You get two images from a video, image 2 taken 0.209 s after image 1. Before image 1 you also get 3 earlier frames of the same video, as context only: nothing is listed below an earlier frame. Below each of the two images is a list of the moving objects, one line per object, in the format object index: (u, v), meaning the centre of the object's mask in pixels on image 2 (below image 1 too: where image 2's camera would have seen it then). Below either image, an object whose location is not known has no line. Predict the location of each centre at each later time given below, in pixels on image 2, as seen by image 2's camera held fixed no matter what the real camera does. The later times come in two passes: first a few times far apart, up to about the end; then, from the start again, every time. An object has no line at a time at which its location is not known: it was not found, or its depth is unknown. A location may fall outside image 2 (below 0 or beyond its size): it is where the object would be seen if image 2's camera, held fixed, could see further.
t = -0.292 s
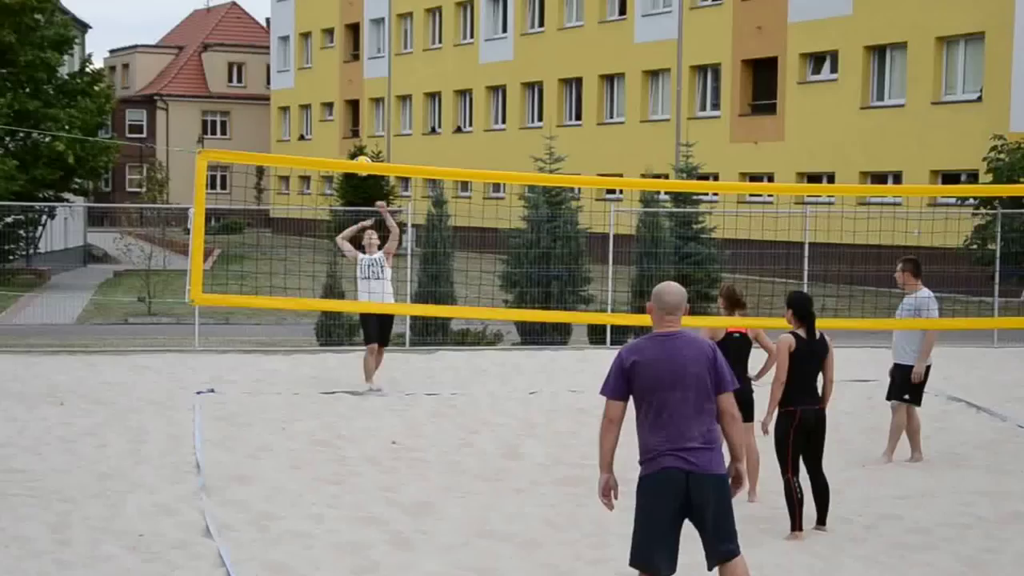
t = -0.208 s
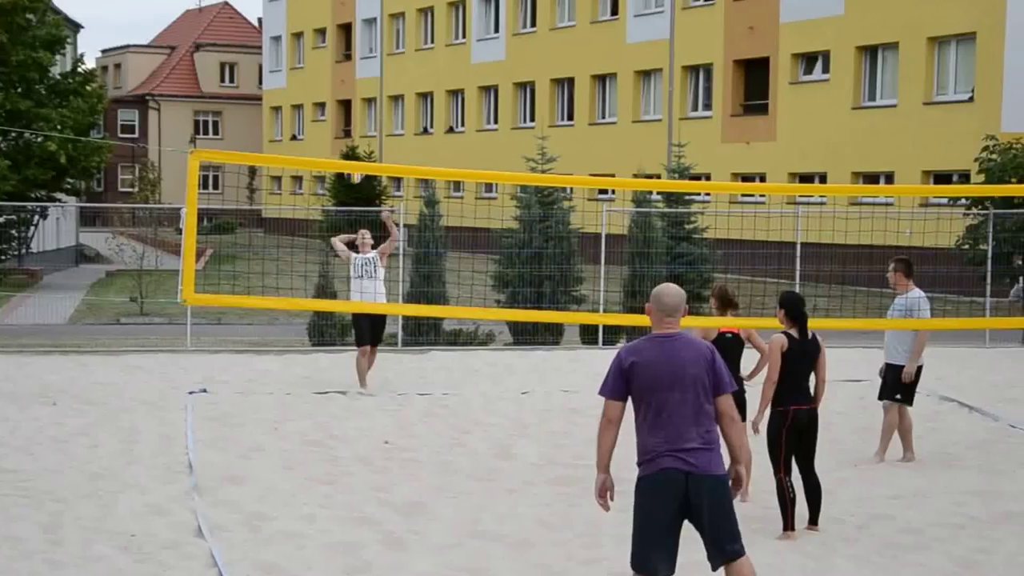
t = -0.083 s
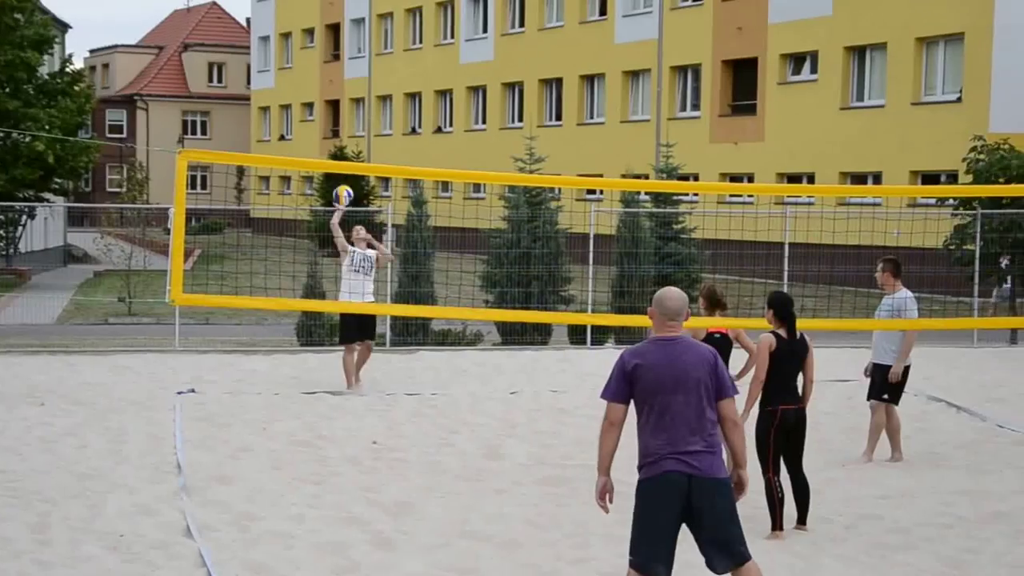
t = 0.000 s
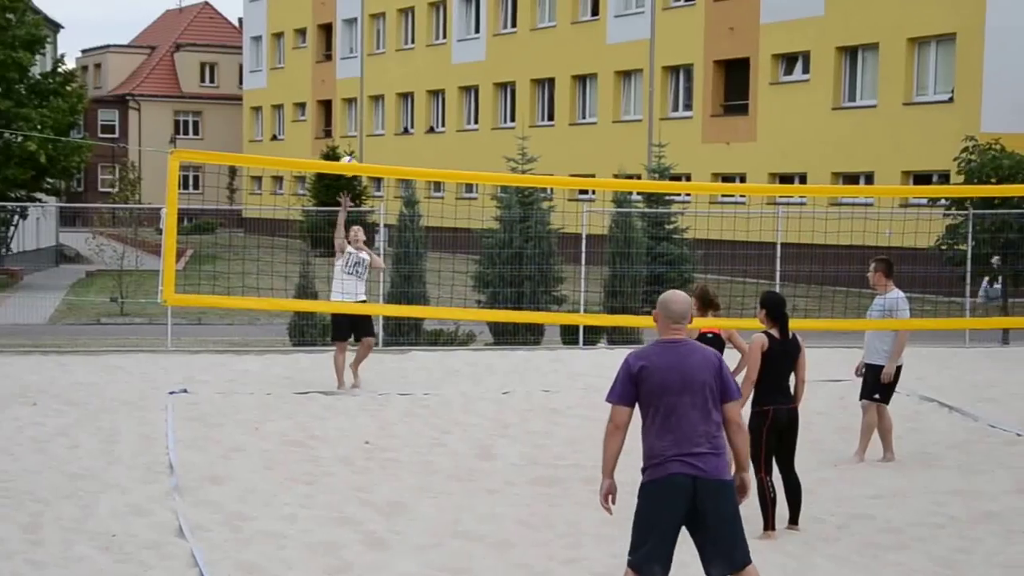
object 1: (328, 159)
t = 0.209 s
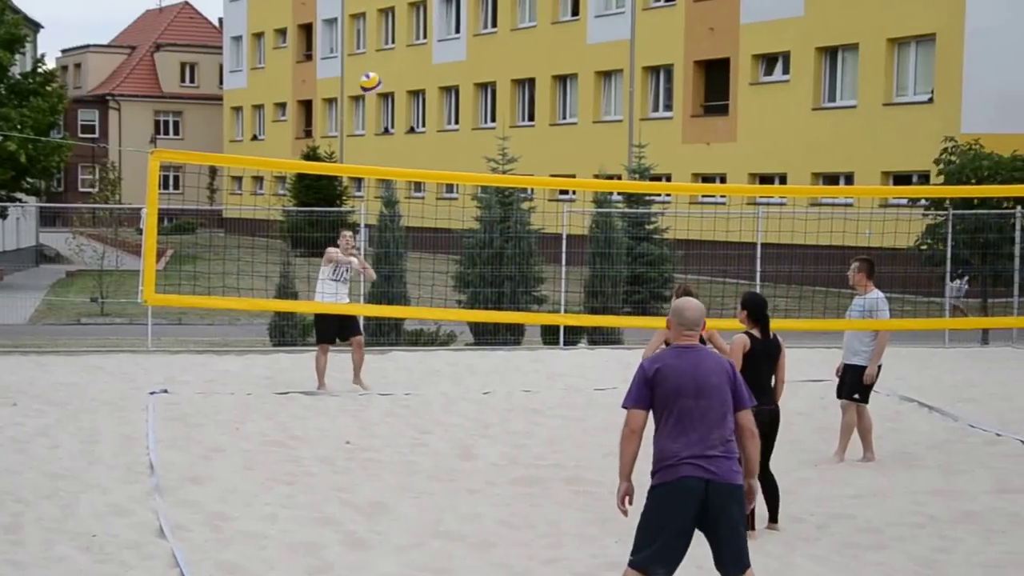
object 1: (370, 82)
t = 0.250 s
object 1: (380, 69)
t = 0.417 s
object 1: (425, 28)
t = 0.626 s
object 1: (494, 11)
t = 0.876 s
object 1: (604, 68)
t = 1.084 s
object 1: (725, 215)
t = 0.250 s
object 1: (380, 69)
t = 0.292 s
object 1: (390, 56)
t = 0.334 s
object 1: (401, 46)
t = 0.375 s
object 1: (413, 36)
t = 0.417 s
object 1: (425, 28)
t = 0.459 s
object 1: (437, 21)
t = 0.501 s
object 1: (450, 15)
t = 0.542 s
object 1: (465, 12)
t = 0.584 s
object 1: (479, 10)
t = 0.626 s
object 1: (494, 11)
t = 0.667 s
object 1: (510, 11)
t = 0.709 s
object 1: (528, 16)
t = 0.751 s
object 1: (546, 25)
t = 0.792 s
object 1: (565, 36)
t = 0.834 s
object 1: (584, 50)
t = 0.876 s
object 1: (604, 68)
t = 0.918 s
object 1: (624, 88)
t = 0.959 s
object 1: (649, 114)
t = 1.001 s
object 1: (673, 142)
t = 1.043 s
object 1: (702, 175)
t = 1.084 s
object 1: (725, 215)
